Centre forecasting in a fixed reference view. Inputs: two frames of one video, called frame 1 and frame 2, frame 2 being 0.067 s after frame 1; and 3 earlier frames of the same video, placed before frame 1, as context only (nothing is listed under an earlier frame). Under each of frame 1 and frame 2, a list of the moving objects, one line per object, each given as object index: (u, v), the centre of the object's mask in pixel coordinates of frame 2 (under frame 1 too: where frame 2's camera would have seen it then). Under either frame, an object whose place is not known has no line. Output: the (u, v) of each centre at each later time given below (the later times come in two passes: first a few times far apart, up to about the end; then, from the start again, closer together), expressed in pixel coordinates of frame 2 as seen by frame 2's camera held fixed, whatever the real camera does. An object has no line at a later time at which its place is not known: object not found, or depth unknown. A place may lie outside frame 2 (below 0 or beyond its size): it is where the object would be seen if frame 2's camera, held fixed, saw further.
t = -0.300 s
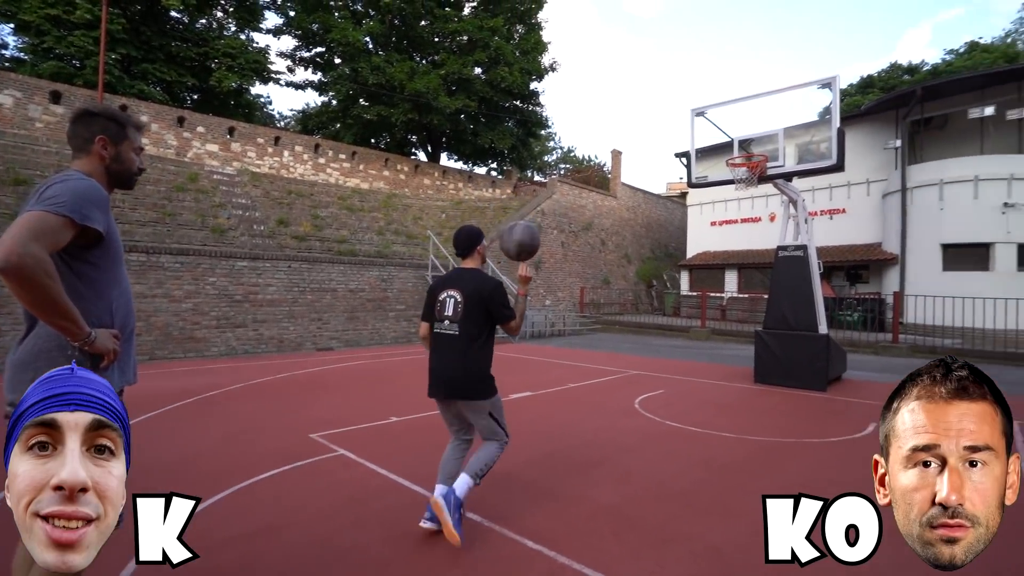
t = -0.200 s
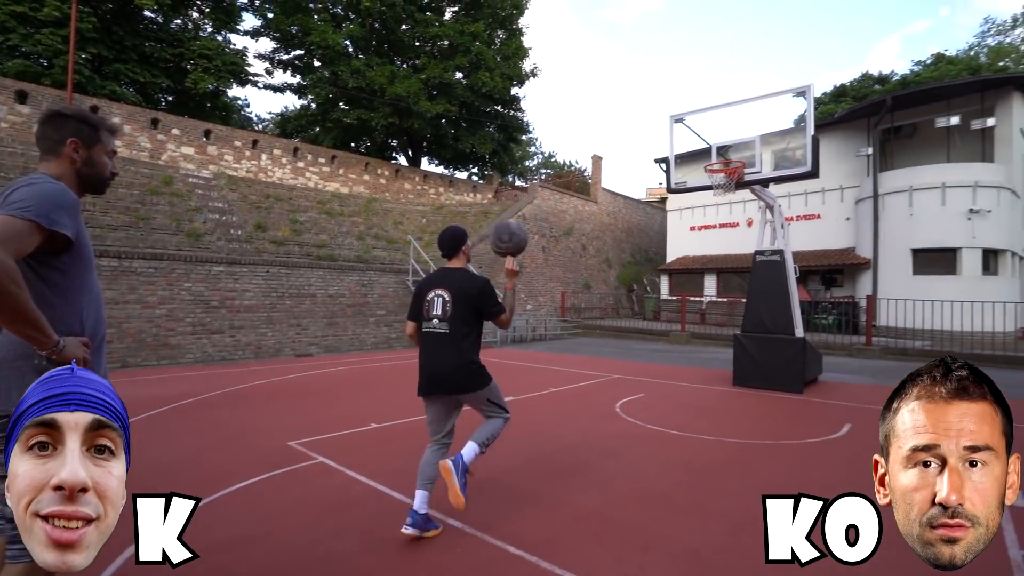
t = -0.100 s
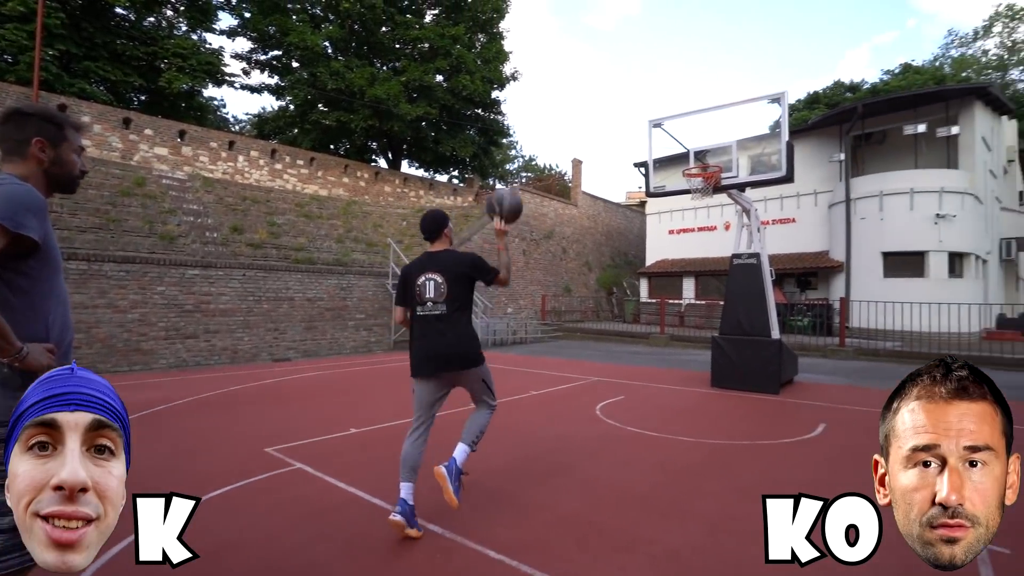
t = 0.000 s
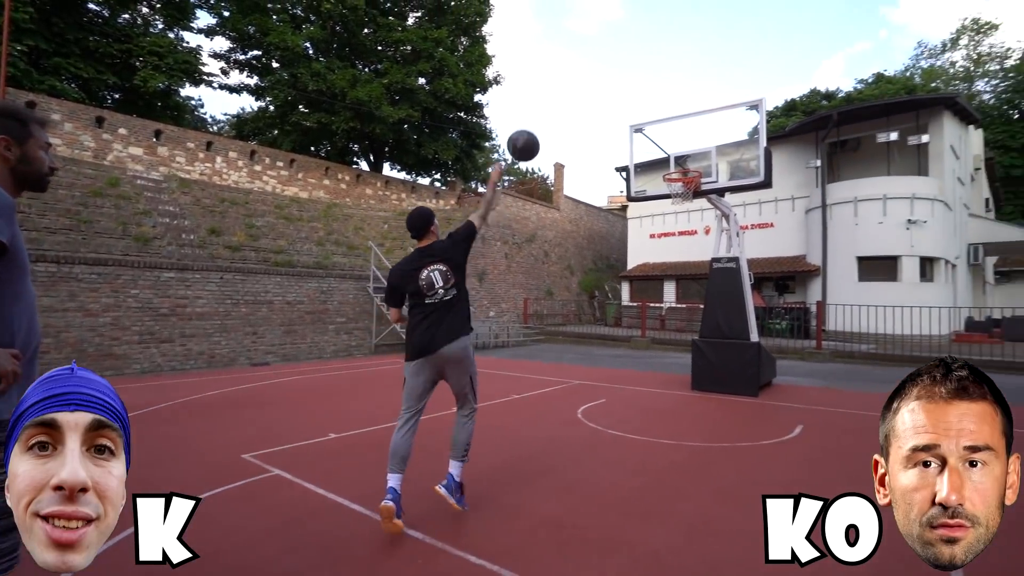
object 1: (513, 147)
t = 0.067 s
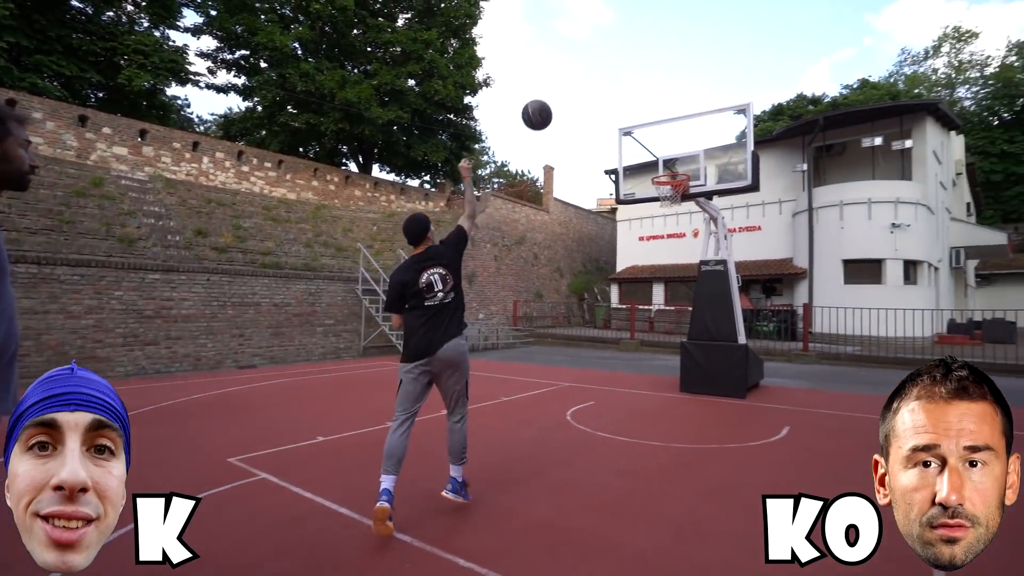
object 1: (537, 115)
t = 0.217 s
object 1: (580, 73)
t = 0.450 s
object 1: (628, 67)
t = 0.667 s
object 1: (663, 101)
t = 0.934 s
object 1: (695, 178)
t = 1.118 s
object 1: (727, 182)
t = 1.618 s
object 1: (873, 333)
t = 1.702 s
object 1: (899, 386)
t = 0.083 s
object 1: (542, 108)
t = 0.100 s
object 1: (547, 102)
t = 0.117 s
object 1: (552, 97)
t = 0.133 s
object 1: (557, 91)
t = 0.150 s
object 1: (562, 87)
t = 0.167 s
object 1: (567, 83)
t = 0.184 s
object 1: (571, 79)
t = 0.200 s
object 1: (575, 76)
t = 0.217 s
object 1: (580, 73)
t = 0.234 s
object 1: (584, 70)
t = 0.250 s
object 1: (588, 68)
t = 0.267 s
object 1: (591, 67)
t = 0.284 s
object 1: (595, 65)
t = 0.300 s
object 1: (599, 64)
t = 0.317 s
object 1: (602, 63)
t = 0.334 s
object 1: (606, 63)
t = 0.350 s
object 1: (609, 62)
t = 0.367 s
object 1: (613, 62)
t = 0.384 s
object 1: (616, 63)
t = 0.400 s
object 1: (619, 63)
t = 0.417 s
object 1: (622, 64)
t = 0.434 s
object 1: (625, 65)
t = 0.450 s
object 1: (628, 67)
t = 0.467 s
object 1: (631, 68)
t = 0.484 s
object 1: (634, 70)
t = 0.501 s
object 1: (637, 72)
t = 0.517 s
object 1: (640, 74)
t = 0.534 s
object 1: (643, 76)
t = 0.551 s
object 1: (645, 79)
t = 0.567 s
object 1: (648, 81)
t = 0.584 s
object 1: (650, 84)
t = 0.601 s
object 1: (653, 87)
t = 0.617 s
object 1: (655, 90)
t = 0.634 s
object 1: (658, 94)
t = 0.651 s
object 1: (660, 97)
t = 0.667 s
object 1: (663, 101)
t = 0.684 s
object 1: (665, 105)
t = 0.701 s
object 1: (668, 109)
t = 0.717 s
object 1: (670, 113)
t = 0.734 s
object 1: (672, 117)
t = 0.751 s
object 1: (674, 122)
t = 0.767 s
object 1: (677, 126)
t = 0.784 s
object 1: (679, 131)
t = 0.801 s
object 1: (681, 136)
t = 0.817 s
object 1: (683, 141)
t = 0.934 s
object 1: (695, 178)
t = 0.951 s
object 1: (692, 179)
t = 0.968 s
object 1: (692, 180)
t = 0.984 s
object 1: (696, 179)
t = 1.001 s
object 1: (700, 178)
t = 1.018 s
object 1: (704, 178)
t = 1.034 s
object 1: (707, 178)
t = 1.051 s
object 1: (712, 178)
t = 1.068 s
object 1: (715, 179)
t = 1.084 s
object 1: (719, 180)
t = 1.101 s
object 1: (722, 181)
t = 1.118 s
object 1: (727, 182)
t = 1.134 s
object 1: (732, 182)
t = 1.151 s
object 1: (734, 184)
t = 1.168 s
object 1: (741, 186)
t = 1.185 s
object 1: (744, 188)
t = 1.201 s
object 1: (748, 190)
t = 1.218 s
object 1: (753, 192)
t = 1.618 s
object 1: (873, 333)
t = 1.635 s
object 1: (878, 343)
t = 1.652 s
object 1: (883, 354)
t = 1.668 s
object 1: (888, 364)
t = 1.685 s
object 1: (894, 374)
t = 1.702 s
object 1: (899, 386)
